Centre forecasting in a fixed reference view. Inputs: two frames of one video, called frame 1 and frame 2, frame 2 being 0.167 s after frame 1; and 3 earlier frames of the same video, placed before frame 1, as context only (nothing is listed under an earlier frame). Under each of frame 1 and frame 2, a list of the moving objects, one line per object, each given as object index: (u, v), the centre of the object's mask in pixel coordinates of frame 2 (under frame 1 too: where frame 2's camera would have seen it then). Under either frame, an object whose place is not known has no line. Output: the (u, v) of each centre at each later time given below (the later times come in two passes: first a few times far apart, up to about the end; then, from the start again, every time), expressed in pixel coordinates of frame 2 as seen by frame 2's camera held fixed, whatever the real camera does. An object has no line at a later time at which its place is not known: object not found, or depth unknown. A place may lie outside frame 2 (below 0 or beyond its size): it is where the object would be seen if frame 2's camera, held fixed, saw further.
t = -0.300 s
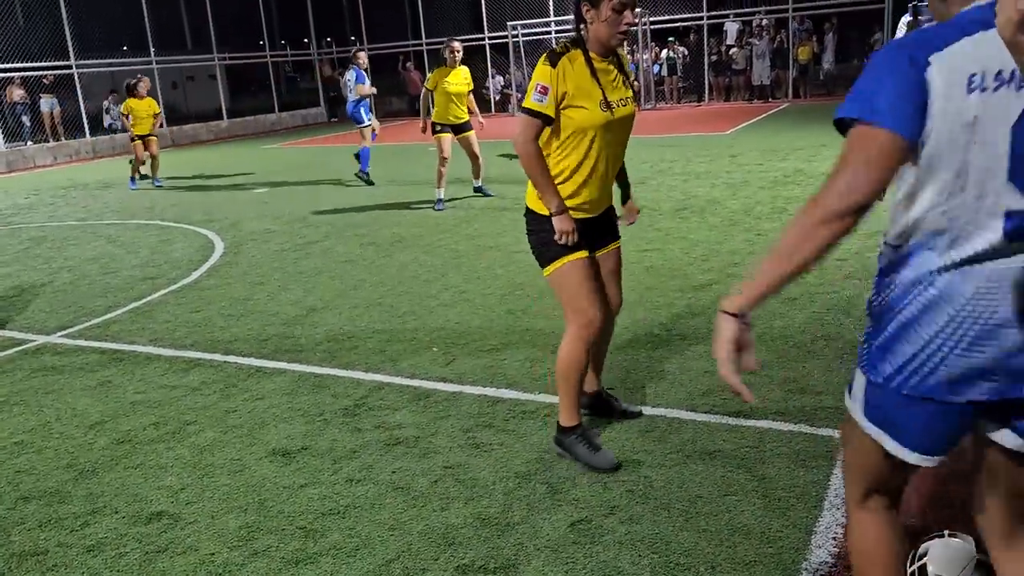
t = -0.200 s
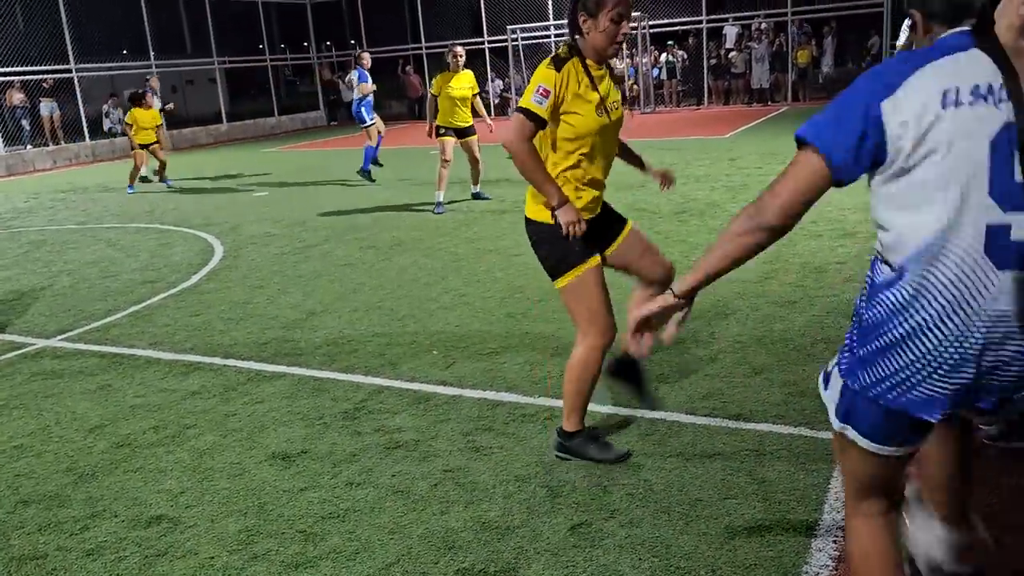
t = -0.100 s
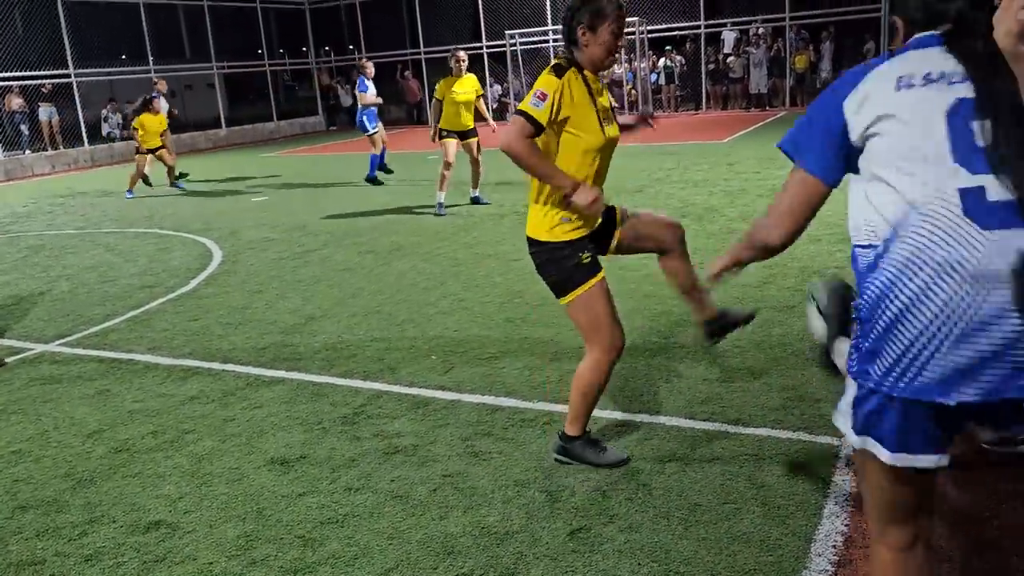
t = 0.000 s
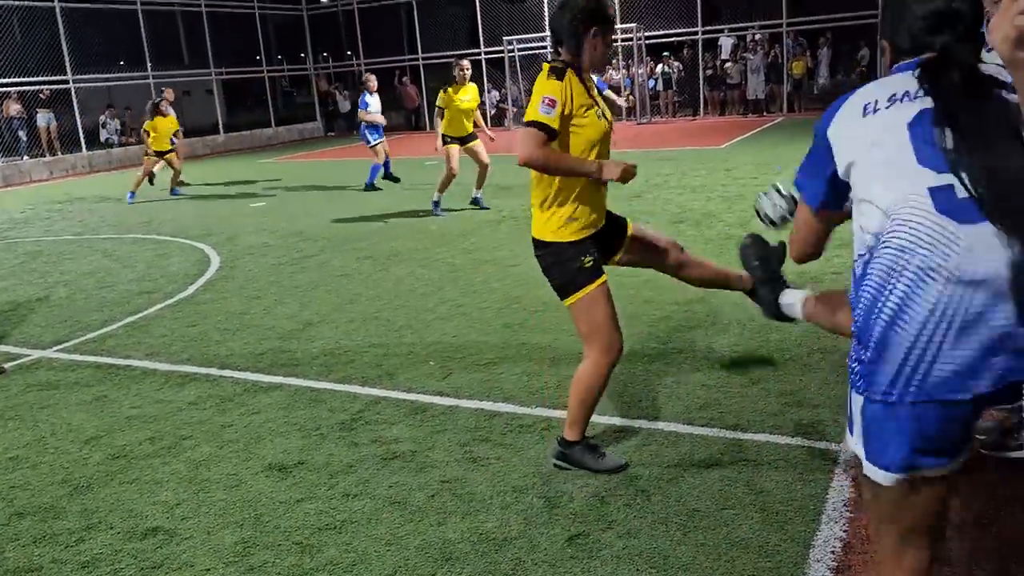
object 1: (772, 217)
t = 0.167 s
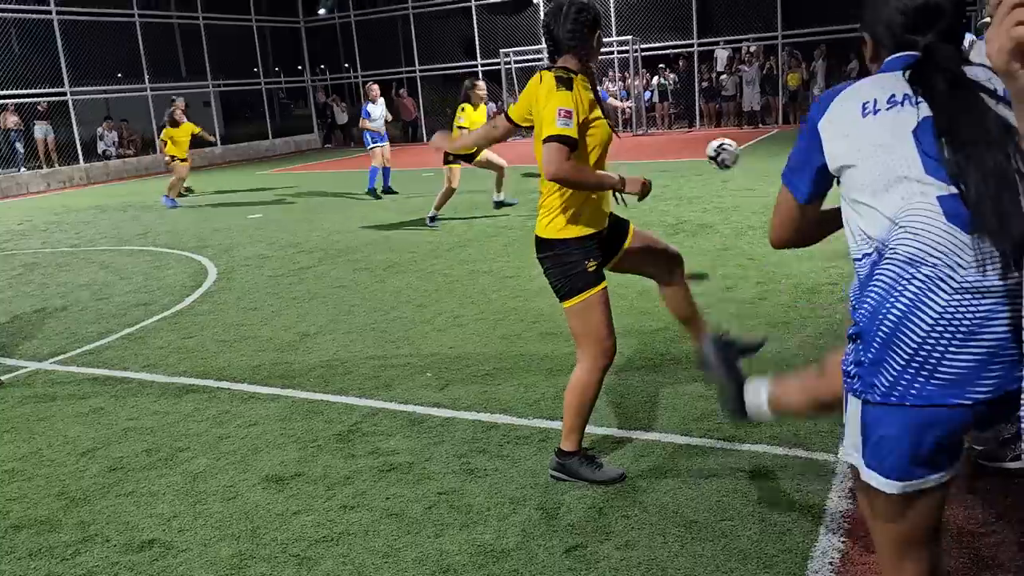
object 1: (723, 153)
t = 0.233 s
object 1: (709, 148)
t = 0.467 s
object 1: (684, 168)
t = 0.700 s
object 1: (670, 146)
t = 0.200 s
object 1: (716, 149)
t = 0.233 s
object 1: (709, 148)
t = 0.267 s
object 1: (704, 147)
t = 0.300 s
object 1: (699, 147)
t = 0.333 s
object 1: (695, 150)
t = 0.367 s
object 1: (693, 153)
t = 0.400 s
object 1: (689, 157)
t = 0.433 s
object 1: (686, 161)
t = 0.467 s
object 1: (684, 168)
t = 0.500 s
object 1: (682, 174)
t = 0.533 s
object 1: (680, 181)
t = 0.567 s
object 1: (678, 177)
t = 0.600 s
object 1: (676, 166)
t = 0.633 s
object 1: (674, 158)
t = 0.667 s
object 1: (672, 151)
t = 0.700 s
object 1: (670, 146)
